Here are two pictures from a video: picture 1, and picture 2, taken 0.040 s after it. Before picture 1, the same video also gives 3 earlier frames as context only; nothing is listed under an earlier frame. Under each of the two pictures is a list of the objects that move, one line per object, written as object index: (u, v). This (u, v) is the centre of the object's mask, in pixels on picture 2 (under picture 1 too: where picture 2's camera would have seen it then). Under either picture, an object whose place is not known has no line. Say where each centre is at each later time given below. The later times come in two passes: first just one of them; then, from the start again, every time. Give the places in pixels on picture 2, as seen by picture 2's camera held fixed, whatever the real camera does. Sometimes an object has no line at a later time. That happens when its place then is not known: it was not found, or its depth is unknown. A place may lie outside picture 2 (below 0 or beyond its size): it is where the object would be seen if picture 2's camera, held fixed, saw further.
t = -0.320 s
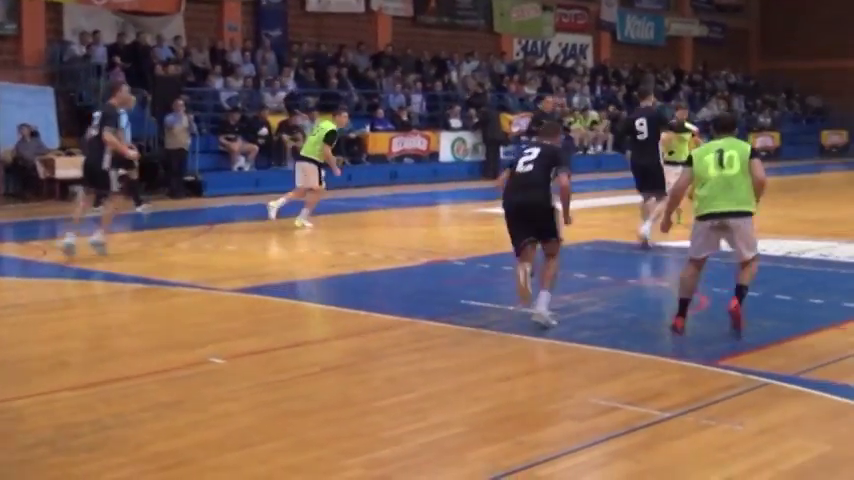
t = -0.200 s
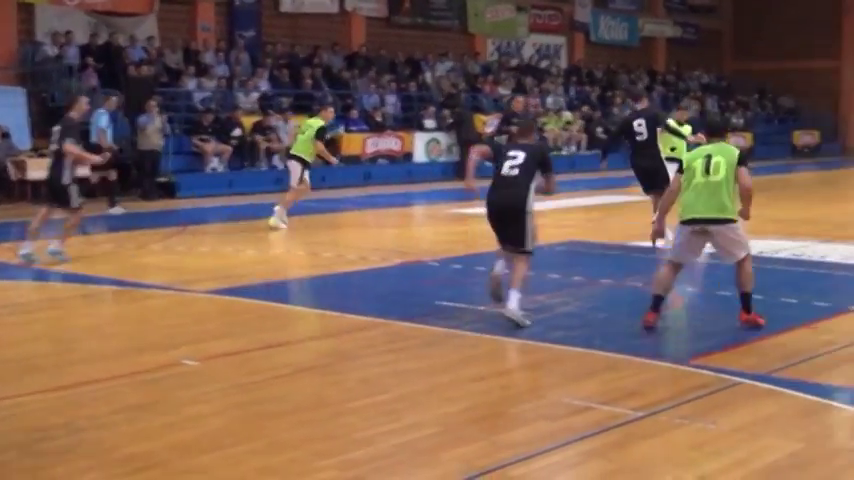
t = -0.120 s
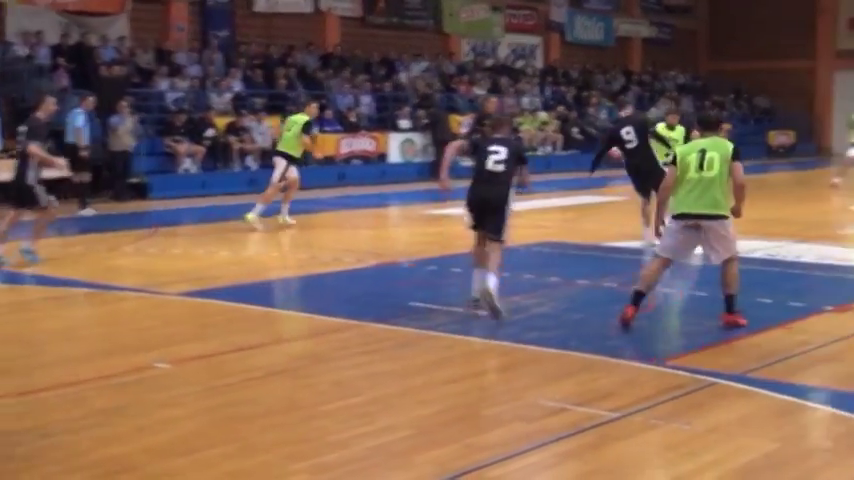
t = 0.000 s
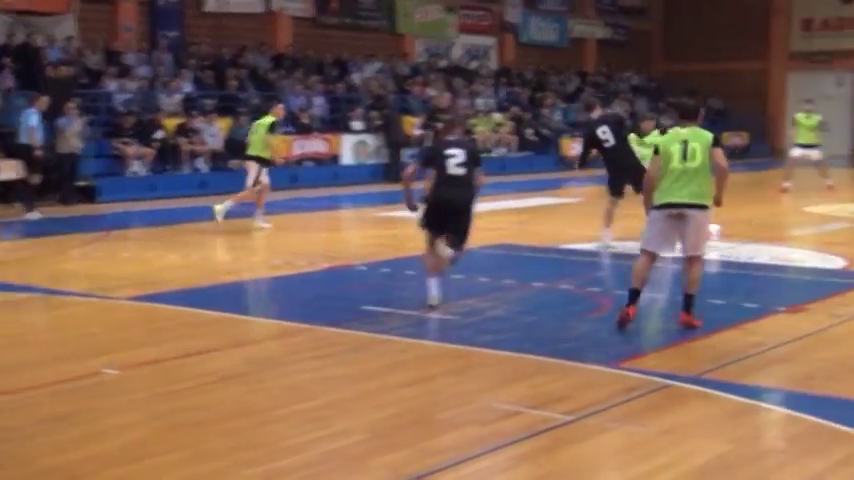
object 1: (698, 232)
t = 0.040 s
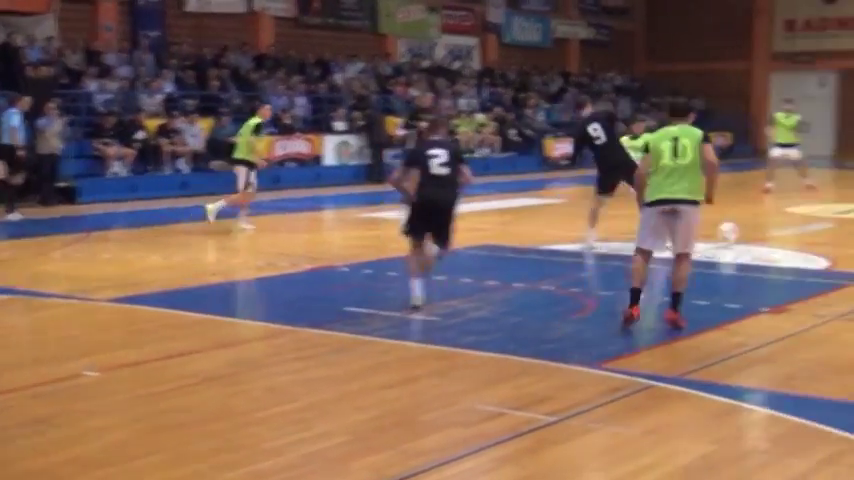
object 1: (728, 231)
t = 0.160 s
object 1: (825, 234)
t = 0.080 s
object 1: (760, 231)
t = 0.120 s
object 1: (793, 231)
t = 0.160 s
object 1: (825, 234)
